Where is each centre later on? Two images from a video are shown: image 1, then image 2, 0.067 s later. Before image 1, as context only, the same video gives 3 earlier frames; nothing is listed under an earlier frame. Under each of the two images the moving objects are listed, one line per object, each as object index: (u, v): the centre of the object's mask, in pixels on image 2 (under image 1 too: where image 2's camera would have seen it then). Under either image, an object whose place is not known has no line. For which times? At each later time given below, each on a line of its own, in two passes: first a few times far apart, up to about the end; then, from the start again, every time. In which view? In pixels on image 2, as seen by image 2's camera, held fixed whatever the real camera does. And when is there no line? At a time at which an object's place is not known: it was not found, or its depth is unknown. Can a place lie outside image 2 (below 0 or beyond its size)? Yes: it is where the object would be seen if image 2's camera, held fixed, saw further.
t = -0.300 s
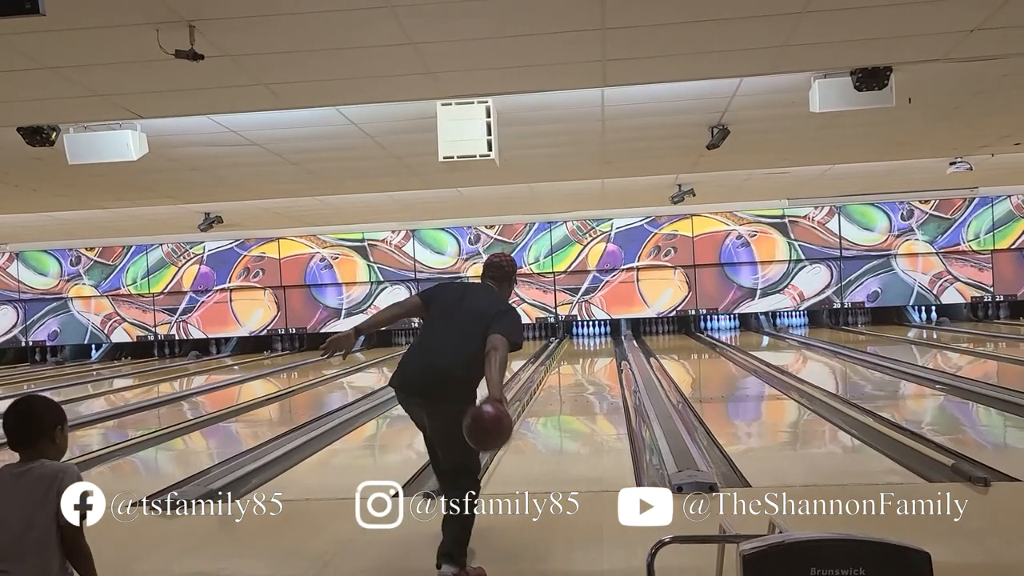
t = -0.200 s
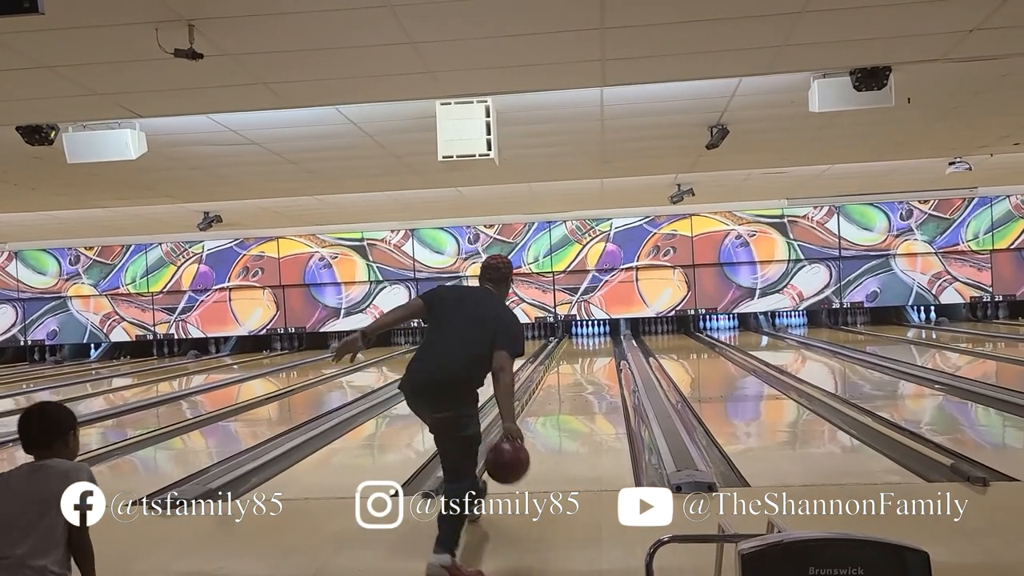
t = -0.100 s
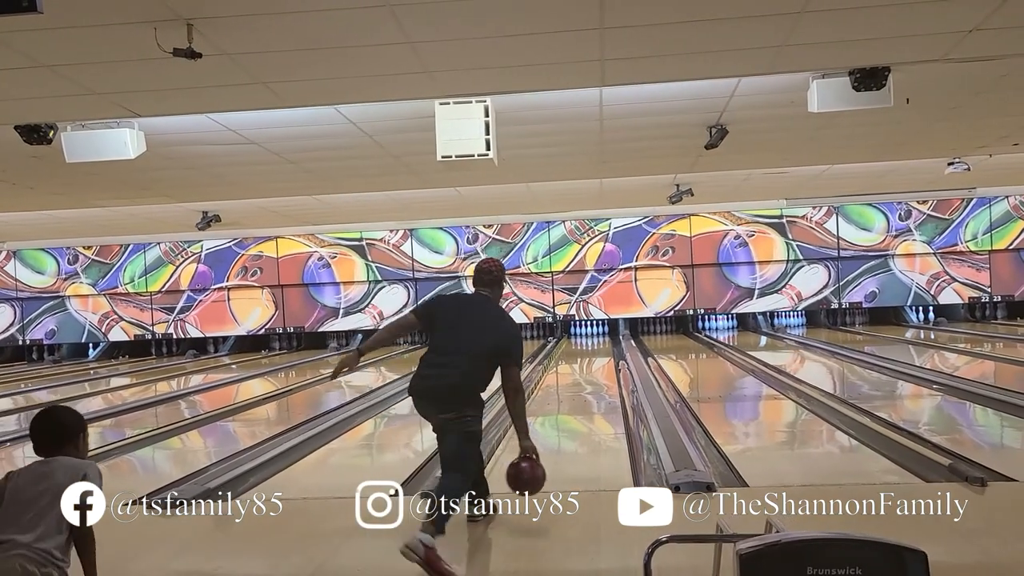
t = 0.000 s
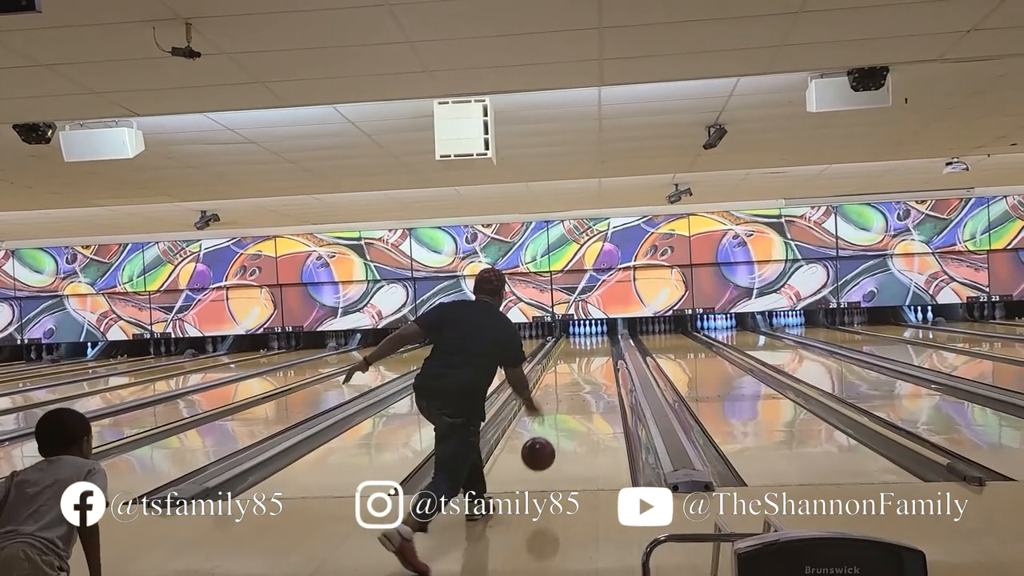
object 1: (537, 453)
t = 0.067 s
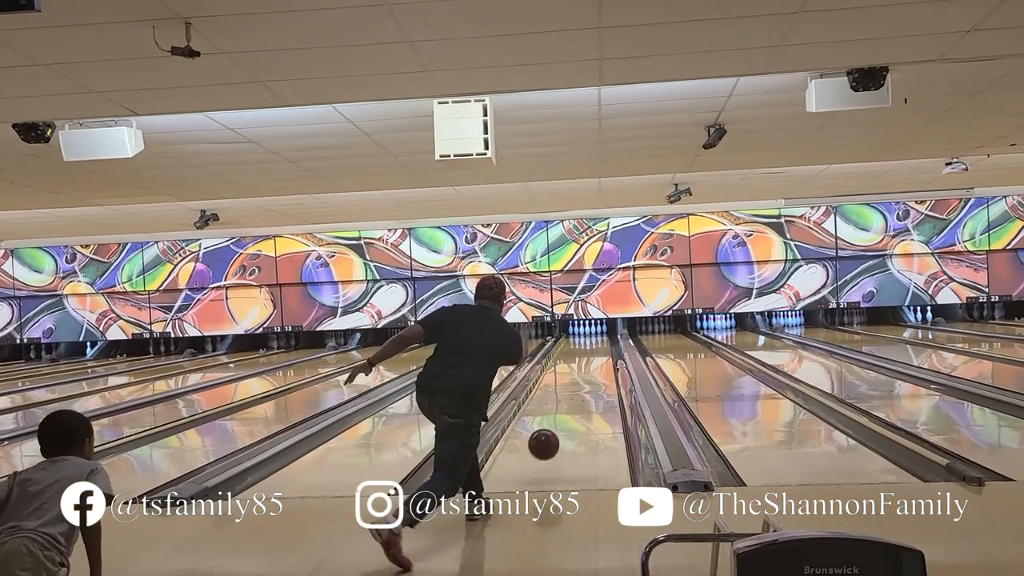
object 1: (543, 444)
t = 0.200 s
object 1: (553, 435)
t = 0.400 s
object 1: (563, 408)
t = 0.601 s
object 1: (569, 390)
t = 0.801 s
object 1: (573, 376)
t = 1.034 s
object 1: (577, 363)
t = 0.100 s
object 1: (546, 442)
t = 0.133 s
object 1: (549, 442)
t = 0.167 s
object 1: (551, 443)
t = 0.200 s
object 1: (553, 435)
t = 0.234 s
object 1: (555, 429)
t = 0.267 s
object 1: (557, 424)
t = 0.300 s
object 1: (559, 421)
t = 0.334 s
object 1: (560, 416)
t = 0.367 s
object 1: (561, 412)
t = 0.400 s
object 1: (563, 408)
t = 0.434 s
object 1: (564, 405)
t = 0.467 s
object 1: (565, 401)
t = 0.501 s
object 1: (566, 398)
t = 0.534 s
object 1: (567, 395)
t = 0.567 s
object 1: (568, 392)
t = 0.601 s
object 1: (569, 390)
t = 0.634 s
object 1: (571, 387)
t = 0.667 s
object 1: (571, 385)
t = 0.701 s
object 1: (572, 382)
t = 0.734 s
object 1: (572, 380)
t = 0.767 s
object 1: (573, 378)
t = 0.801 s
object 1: (573, 376)
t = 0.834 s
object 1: (574, 374)
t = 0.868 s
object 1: (575, 372)
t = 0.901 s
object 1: (575, 370)
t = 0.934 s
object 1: (576, 368)
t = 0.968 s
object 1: (576, 366)
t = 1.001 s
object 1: (577, 365)
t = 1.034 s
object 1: (577, 363)
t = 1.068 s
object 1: (578, 362)
